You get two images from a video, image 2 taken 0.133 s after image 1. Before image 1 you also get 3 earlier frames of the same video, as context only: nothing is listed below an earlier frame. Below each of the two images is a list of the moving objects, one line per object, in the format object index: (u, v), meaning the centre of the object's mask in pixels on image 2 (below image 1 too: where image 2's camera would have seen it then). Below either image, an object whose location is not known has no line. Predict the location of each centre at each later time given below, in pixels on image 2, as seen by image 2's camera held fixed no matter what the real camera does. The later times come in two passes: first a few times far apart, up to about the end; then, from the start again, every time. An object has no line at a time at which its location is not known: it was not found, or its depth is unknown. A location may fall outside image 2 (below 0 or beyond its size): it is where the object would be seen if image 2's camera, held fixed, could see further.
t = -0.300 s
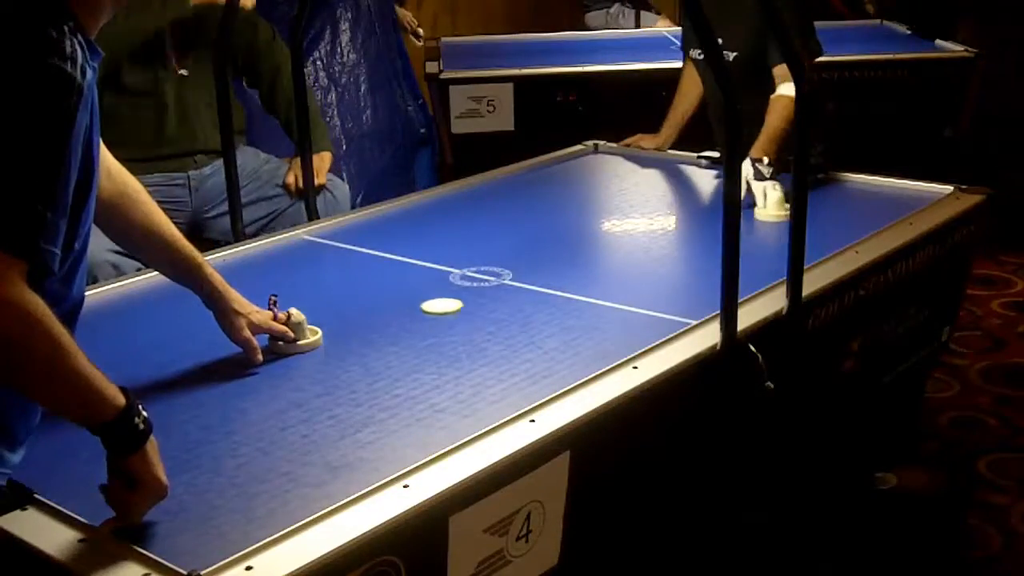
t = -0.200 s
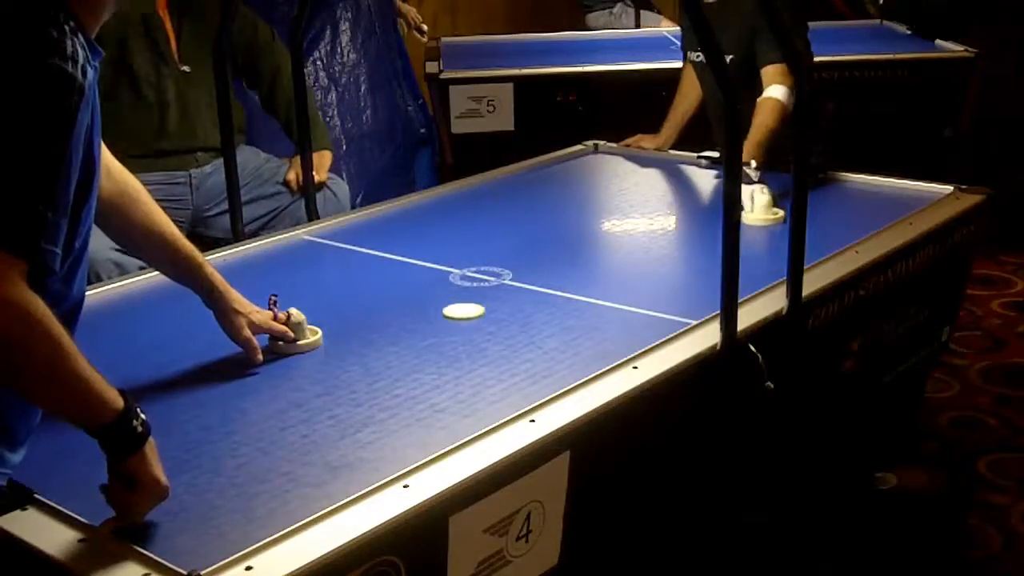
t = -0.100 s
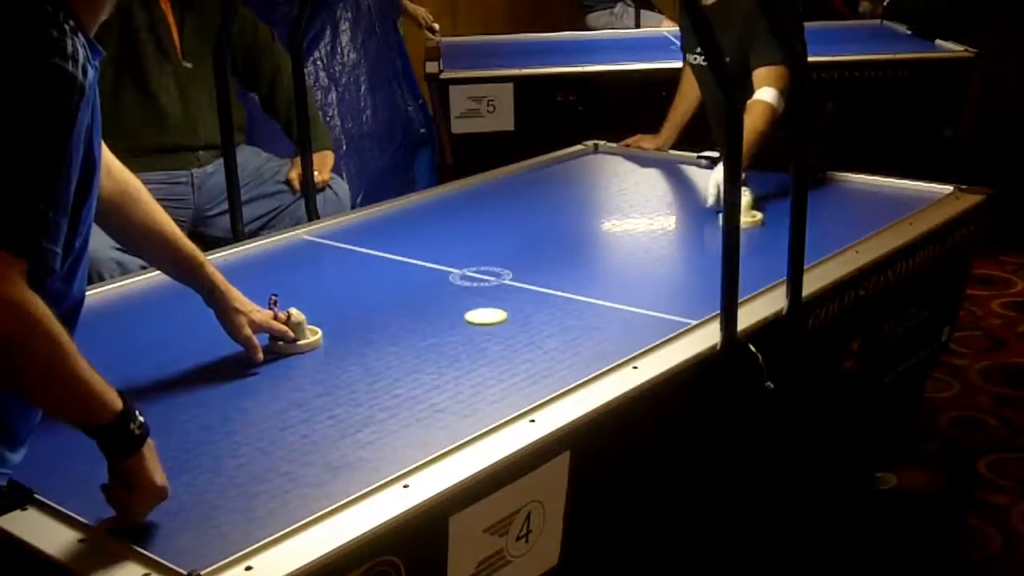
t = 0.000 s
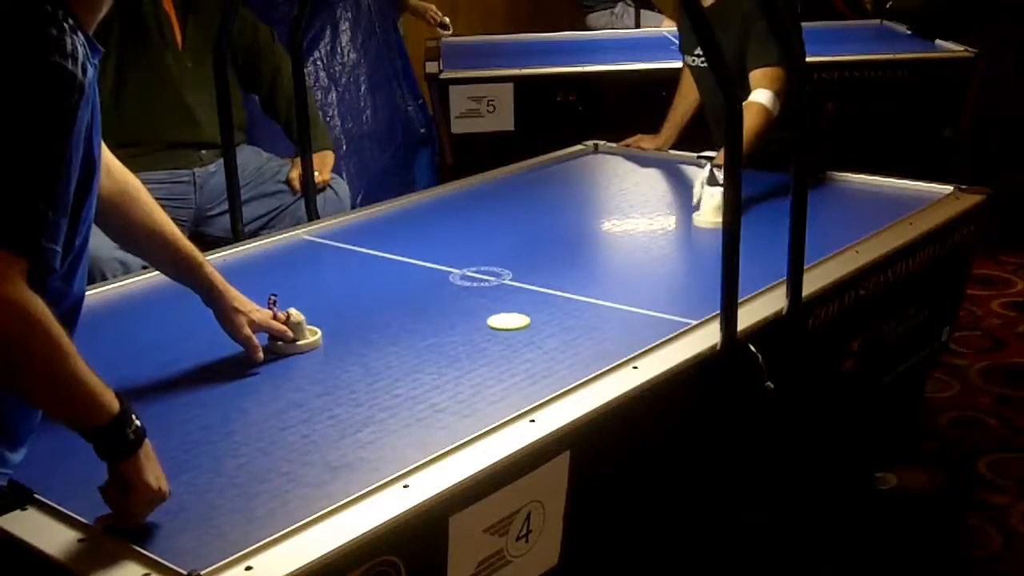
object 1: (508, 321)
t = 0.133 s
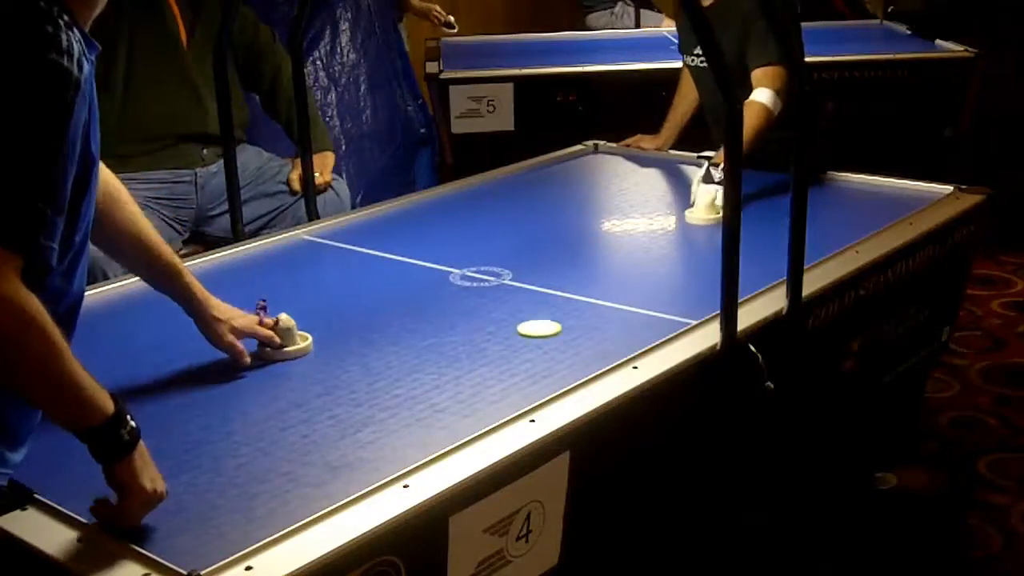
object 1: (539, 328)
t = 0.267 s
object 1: (570, 336)
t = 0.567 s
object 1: (616, 346)
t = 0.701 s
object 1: (588, 339)
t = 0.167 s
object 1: (546, 330)
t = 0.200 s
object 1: (554, 332)
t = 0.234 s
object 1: (562, 334)
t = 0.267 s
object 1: (570, 336)
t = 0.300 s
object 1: (578, 338)
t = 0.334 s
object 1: (586, 339)
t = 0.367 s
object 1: (593, 341)
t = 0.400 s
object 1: (602, 343)
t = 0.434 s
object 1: (610, 345)
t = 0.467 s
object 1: (617, 347)
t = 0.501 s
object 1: (624, 348)
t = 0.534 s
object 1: (623, 347)
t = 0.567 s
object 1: (616, 346)
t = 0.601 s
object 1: (609, 344)
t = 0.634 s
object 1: (602, 343)
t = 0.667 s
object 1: (595, 341)
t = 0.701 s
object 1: (588, 339)
